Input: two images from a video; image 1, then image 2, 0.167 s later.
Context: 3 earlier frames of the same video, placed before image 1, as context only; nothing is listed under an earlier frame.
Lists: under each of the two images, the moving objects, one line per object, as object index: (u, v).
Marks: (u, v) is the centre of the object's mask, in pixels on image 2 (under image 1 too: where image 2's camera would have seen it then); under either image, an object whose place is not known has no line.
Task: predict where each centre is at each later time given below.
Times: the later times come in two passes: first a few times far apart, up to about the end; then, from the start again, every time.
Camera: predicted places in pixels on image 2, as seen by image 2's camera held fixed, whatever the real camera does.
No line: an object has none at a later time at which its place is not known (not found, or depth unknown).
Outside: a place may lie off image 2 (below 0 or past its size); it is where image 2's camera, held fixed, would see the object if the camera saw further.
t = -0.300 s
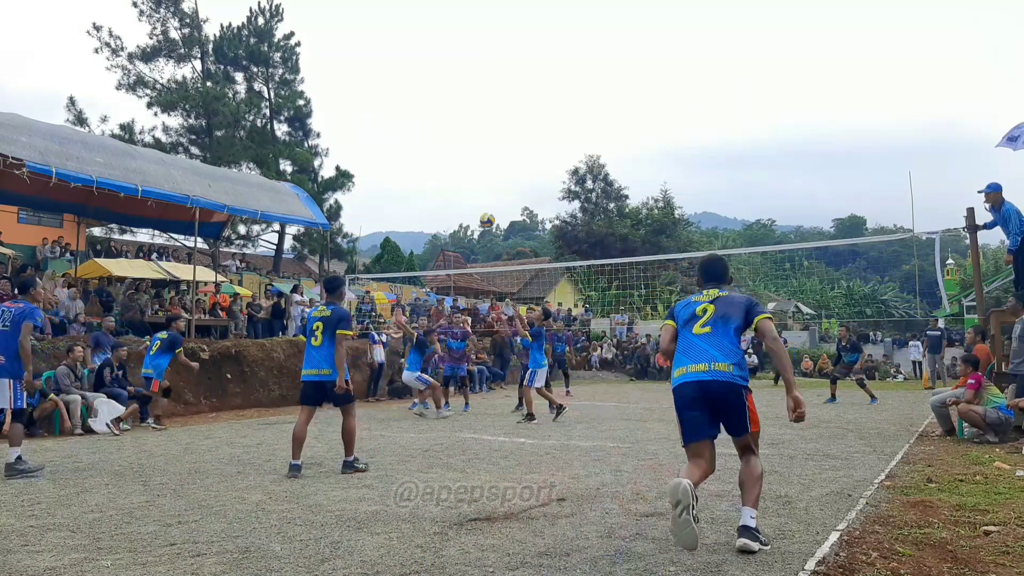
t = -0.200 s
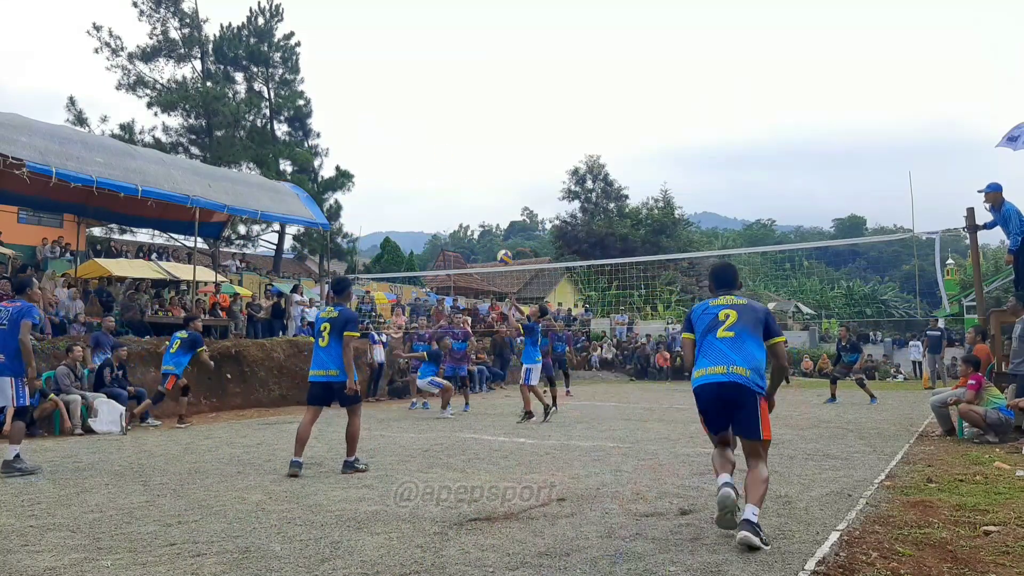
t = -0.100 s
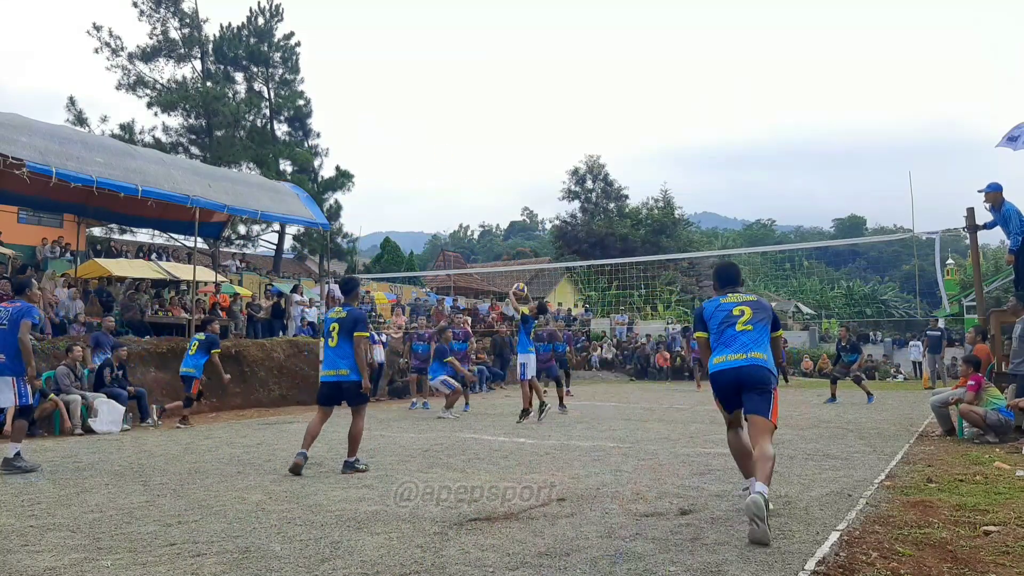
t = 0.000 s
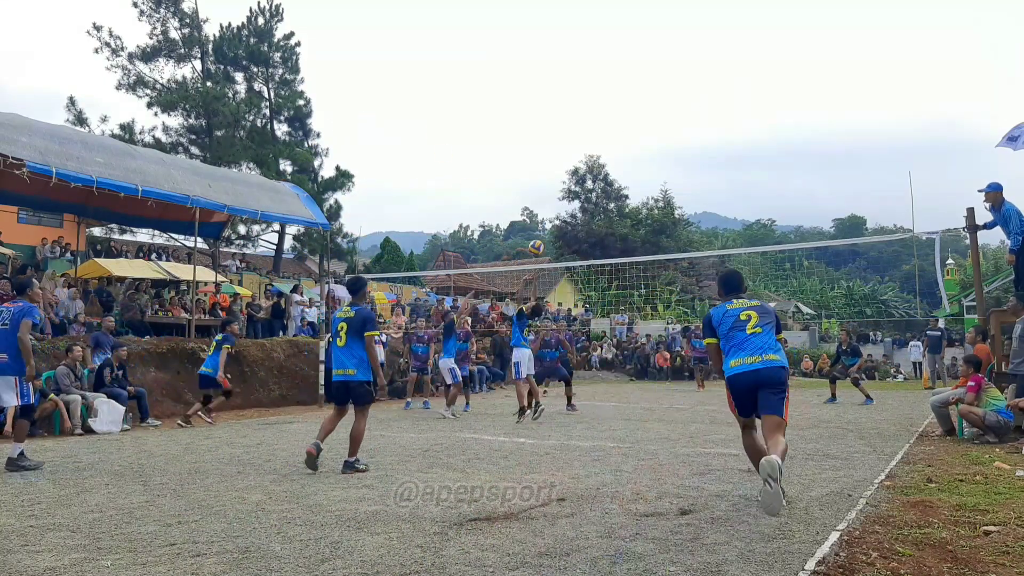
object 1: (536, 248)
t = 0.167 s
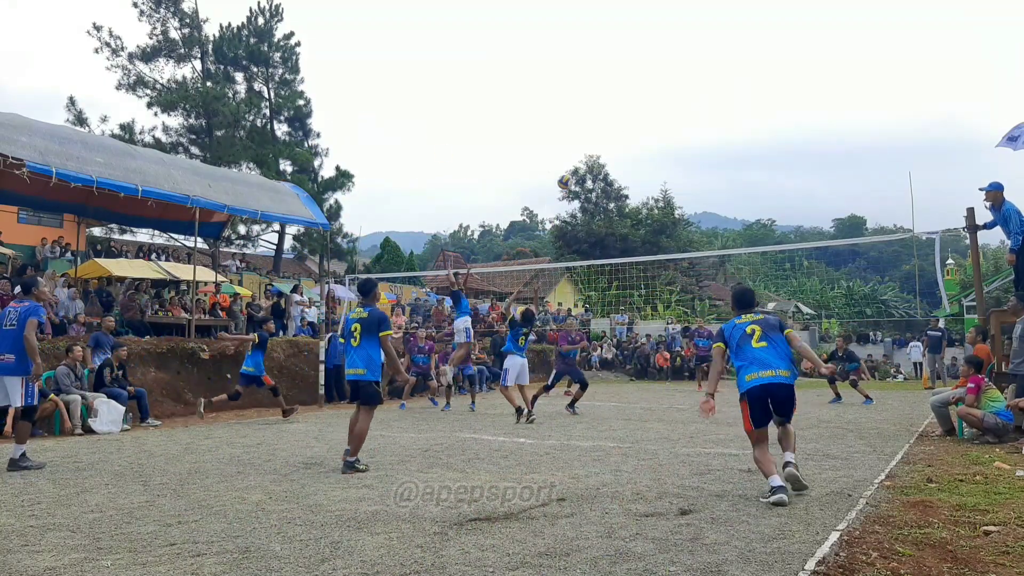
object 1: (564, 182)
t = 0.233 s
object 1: (576, 161)
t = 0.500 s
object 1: (626, 104)
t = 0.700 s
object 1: (665, 94)
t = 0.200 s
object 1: (570, 171)
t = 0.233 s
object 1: (576, 161)
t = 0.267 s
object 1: (582, 151)
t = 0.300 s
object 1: (589, 142)
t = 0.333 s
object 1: (595, 134)
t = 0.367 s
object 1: (601, 127)
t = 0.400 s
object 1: (607, 120)
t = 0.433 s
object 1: (613, 114)
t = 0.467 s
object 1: (619, 109)
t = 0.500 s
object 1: (626, 104)
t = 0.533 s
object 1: (632, 101)
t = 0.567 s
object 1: (638, 98)
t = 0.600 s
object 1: (645, 96)
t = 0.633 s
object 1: (651, 94)
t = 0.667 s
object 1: (658, 94)
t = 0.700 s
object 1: (665, 94)
